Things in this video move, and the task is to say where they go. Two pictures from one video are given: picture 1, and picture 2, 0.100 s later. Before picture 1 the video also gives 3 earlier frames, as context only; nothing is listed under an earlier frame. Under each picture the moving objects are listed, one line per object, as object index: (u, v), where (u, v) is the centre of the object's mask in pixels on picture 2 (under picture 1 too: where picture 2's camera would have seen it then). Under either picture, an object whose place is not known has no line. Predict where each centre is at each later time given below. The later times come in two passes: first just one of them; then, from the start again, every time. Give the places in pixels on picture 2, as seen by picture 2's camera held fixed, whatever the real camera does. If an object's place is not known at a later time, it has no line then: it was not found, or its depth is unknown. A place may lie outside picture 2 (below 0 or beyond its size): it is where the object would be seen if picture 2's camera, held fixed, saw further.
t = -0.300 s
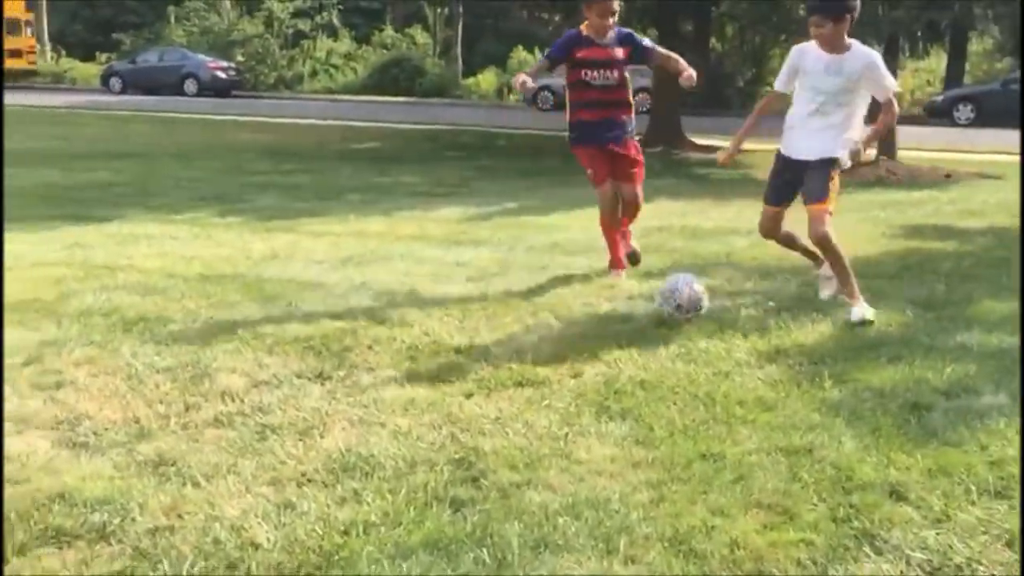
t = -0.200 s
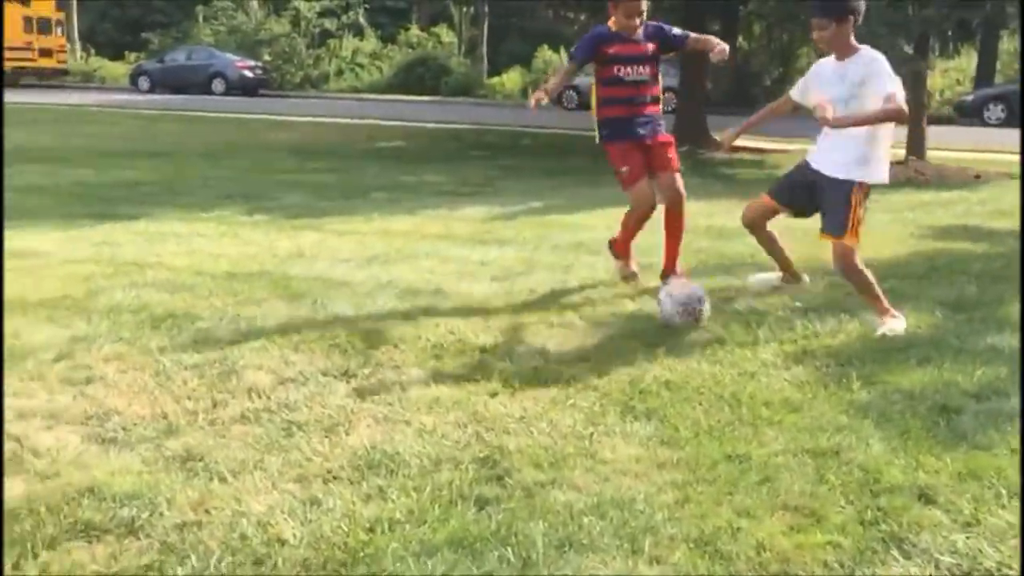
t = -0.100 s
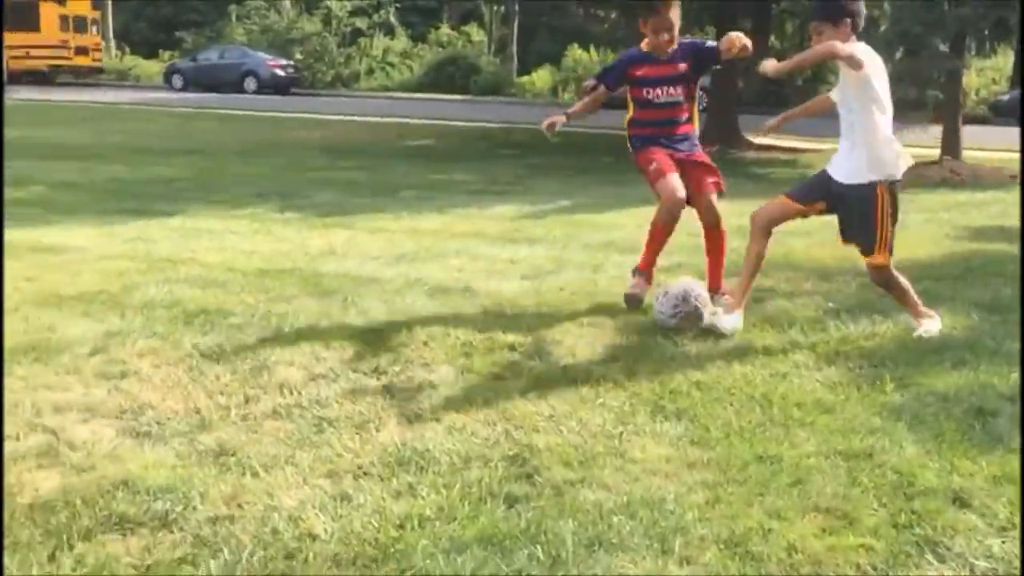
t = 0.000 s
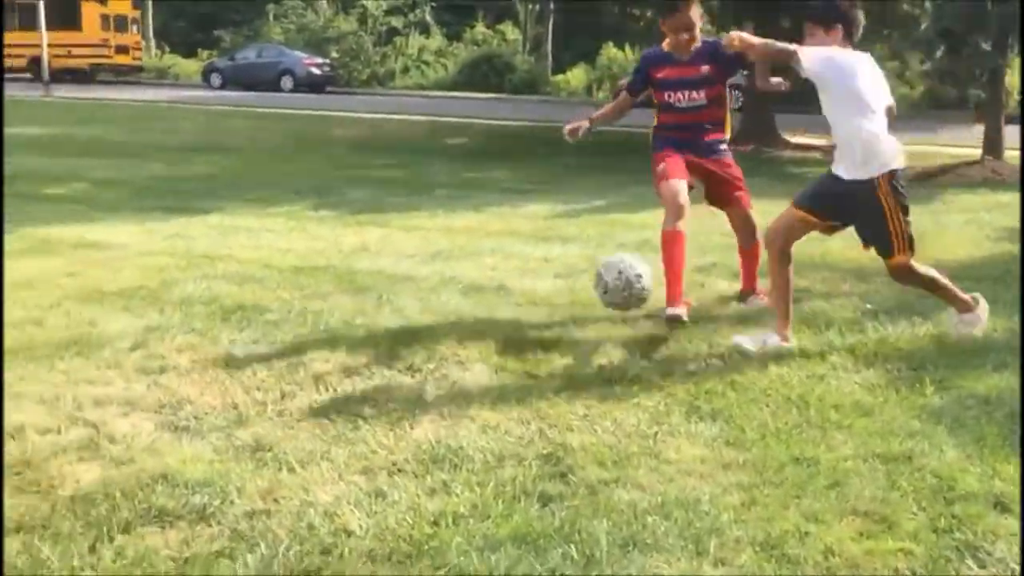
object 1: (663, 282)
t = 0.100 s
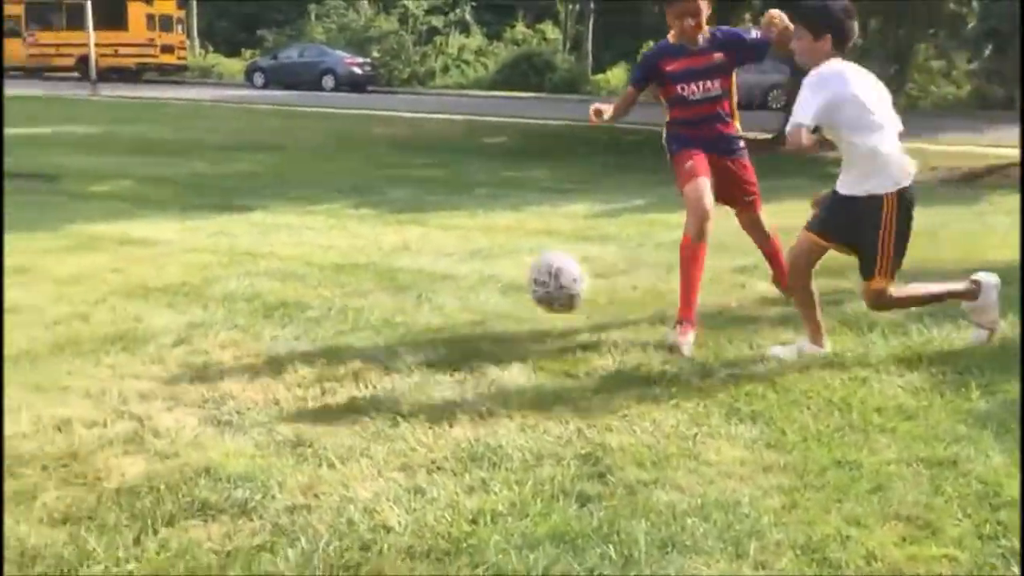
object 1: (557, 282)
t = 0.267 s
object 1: (366, 343)
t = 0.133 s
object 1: (521, 289)
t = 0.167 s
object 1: (482, 298)
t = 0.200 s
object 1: (445, 311)
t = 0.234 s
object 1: (406, 325)
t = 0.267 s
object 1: (366, 343)
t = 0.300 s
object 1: (335, 353)
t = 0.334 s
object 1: (310, 350)
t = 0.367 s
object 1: (289, 348)
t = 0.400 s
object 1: (266, 346)
